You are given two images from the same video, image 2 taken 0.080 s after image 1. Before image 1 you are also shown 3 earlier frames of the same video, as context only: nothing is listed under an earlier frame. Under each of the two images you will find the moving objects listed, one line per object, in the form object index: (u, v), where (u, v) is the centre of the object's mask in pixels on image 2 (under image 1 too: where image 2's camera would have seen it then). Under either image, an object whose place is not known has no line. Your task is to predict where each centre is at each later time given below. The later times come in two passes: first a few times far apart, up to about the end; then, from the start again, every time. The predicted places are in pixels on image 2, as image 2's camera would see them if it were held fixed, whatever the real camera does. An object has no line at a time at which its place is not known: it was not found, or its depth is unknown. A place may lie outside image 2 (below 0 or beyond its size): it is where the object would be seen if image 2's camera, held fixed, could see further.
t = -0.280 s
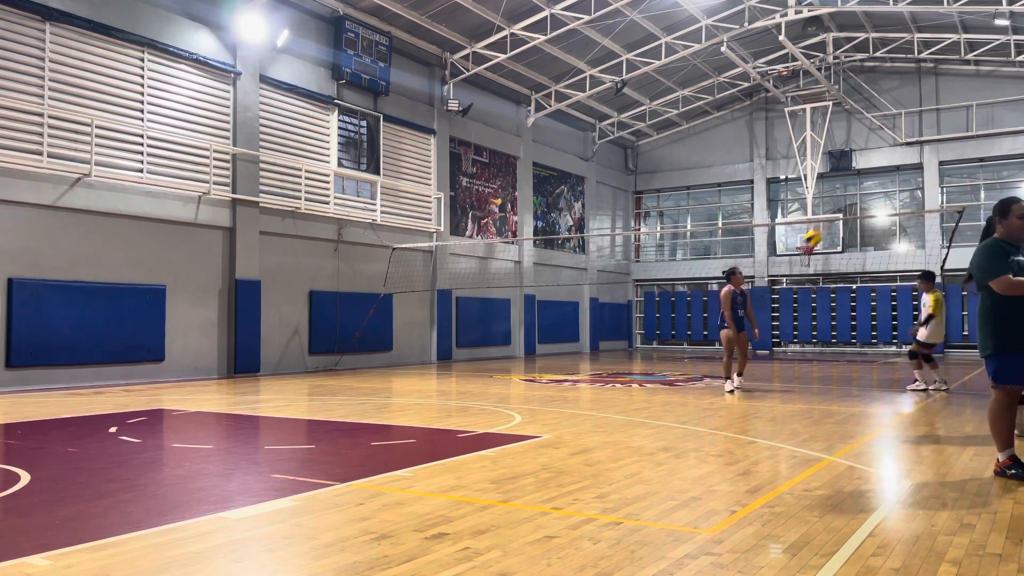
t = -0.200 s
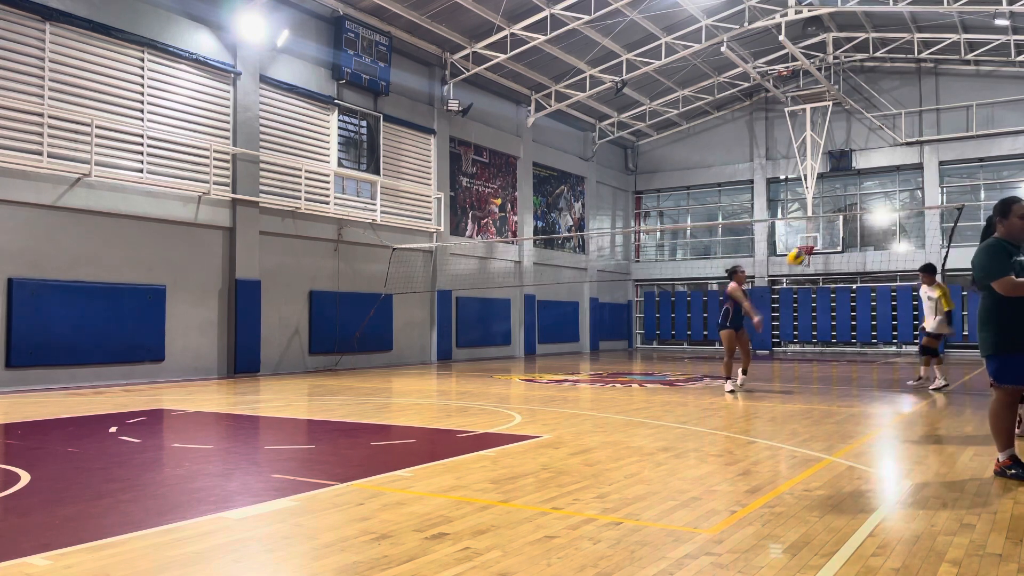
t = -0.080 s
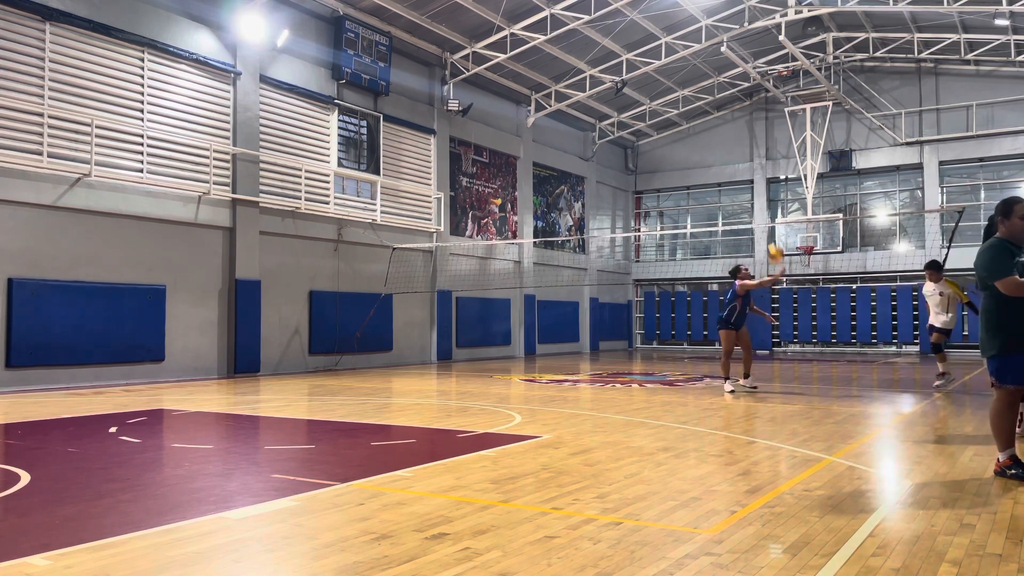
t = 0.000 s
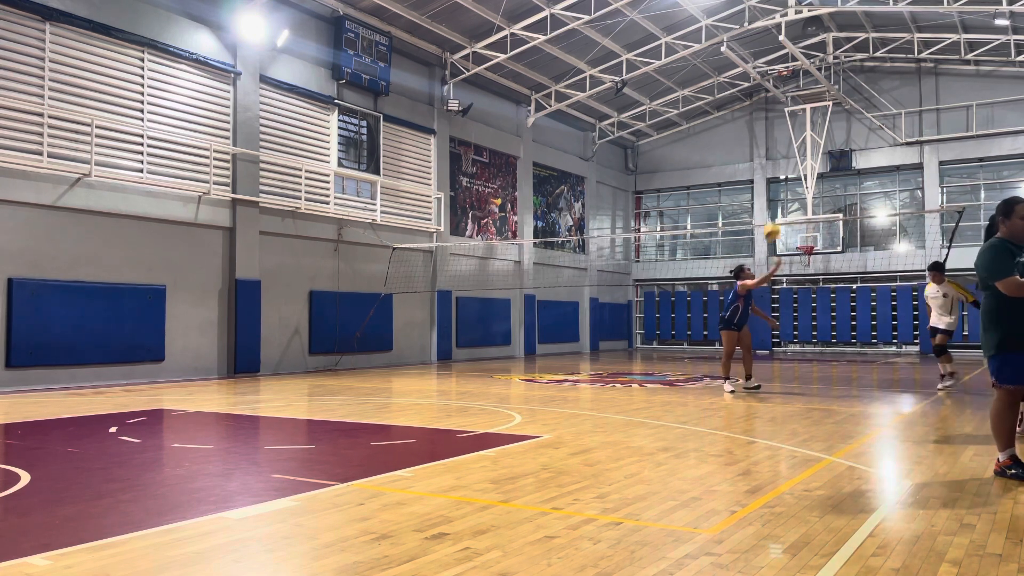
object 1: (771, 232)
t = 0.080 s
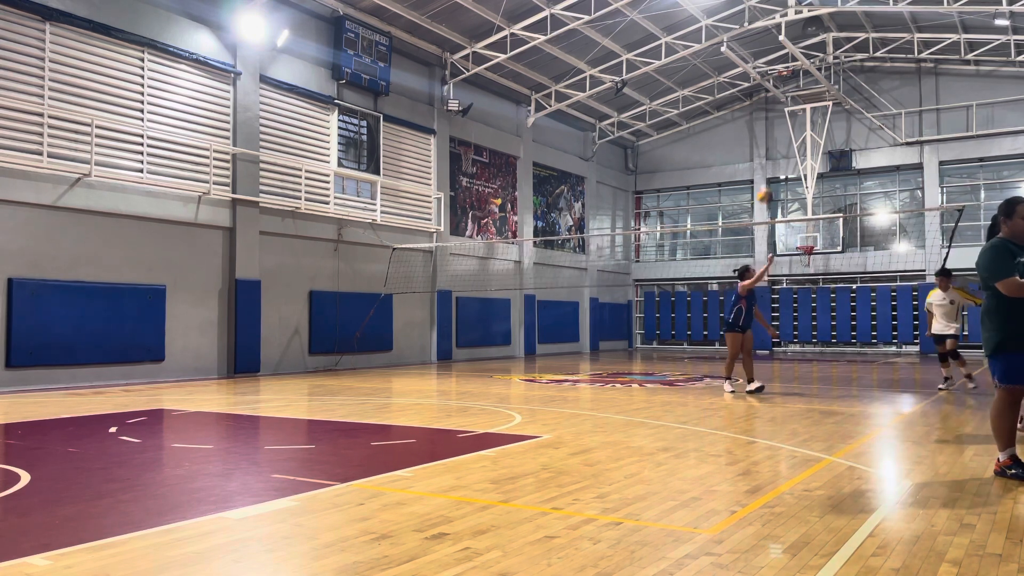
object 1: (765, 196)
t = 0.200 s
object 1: (756, 152)
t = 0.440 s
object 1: (740, 109)
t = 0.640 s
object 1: (729, 107)
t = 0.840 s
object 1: (719, 130)
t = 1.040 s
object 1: (710, 173)
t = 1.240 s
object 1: (701, 236)
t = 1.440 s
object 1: (695, 314)
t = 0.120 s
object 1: (762, 179)
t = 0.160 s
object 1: (758, 165)
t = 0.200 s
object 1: (756, 152)
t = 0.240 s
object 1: (753, 141)
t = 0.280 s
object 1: (750, 132)
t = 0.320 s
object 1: (748, 125)
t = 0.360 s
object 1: (745, 118)
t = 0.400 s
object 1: (743, 113)
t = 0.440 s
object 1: (740, 109)
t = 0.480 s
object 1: (738, 106)
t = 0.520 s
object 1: (736, 105)
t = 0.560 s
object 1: (733, 105)
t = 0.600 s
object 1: (731, 105)
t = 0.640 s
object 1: (729, 107)
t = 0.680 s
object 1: (727, 109)
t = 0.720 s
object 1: (724, 113)
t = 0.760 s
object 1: (722, 118)
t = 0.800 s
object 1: (720, 123)
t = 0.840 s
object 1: (719, 130)
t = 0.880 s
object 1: (716, 136)
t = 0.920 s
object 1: (715, 145)
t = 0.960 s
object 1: (713, 154)
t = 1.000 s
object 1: (711, 163)
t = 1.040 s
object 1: (710, 173)
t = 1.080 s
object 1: (708, 184)
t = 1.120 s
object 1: (706, 197)
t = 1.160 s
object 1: (704, 209)
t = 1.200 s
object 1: (703, 221)
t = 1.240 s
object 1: (701, 236)
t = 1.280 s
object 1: (700, 250)
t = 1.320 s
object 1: (699, 265)
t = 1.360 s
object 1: (697, 281)
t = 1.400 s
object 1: (696, 298)
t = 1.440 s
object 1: (695, 314)
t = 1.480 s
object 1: (694, 331)
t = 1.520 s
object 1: (693, 348)
